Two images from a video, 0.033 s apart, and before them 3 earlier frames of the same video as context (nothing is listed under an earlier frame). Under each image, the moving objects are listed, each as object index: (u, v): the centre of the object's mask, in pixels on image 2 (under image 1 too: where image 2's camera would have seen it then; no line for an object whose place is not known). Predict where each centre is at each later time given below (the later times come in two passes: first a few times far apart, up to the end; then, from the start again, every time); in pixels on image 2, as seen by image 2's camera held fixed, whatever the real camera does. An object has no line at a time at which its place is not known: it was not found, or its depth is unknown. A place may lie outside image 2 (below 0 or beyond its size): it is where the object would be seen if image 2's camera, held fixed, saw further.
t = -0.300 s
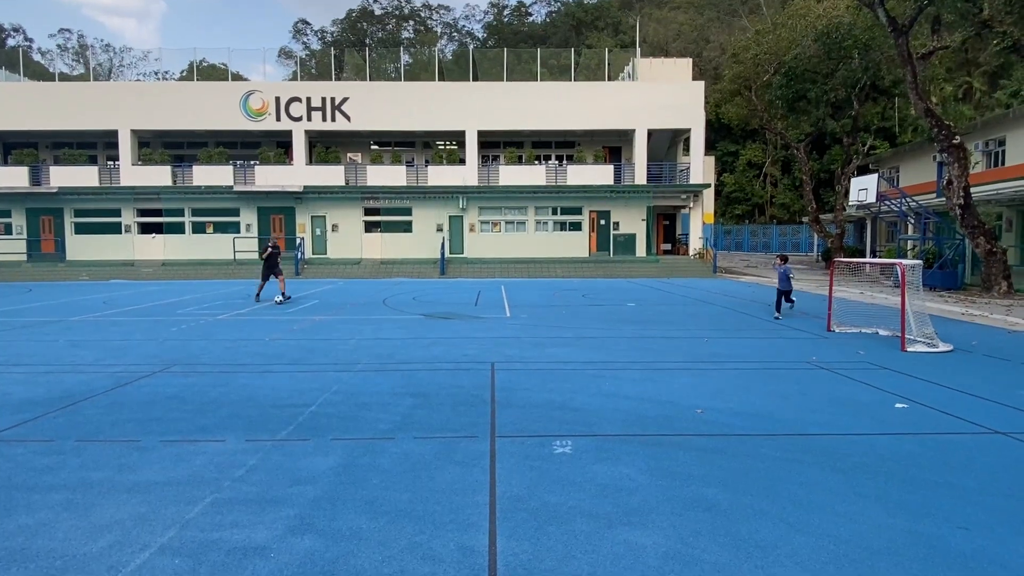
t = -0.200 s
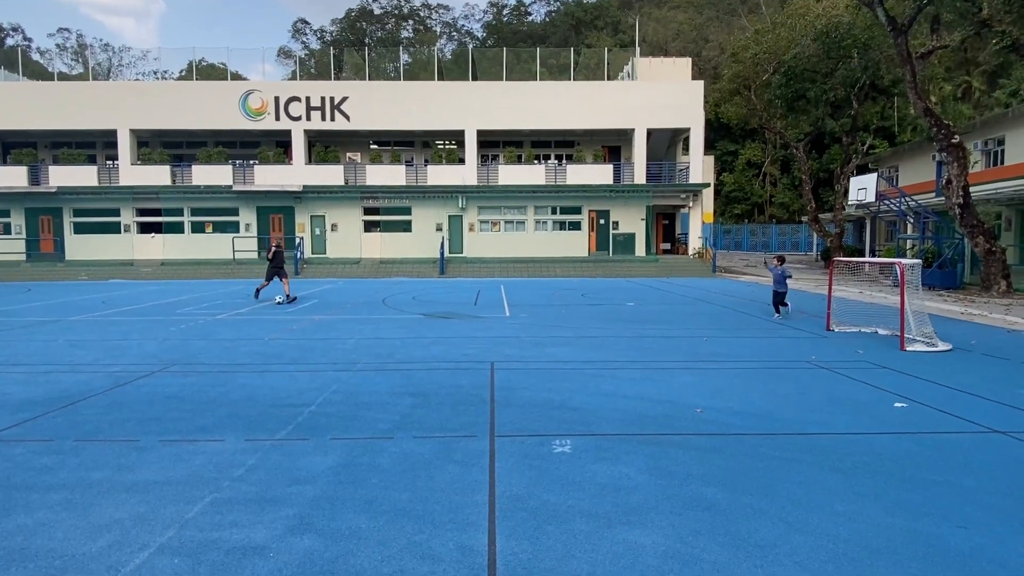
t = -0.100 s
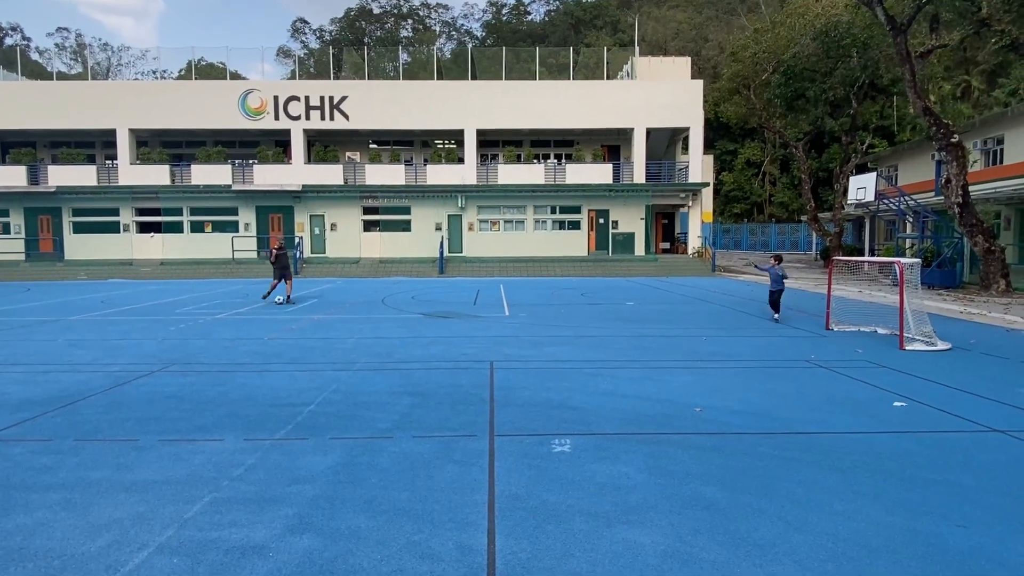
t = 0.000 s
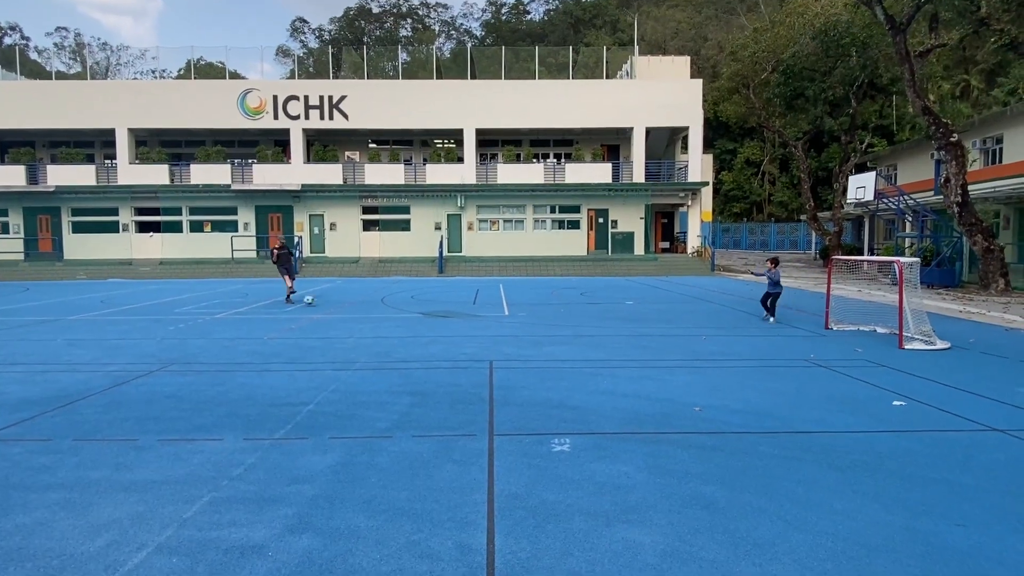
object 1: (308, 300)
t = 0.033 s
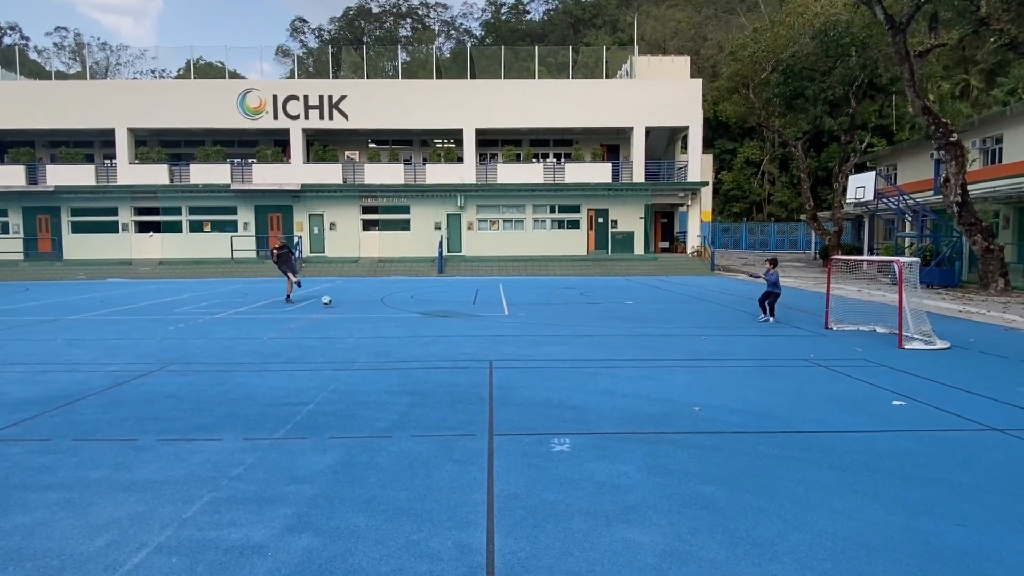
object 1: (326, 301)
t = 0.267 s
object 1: (458, 306)
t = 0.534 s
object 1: (613, 312)
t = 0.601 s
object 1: (654, 317)
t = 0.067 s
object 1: (344, 302)
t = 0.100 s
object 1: (363, 303)
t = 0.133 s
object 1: (382, 305)
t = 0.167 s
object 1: (401, 306)
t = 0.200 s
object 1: (420, 305)
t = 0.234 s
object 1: (439, 305)
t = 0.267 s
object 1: (458, 306)
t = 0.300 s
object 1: (477, 306)
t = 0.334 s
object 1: (498, 309)
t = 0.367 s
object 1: (518, 311)
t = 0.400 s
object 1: (537, 311)
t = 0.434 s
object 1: (555, 311)
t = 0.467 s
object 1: (575, 310)
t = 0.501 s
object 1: (594, 311)
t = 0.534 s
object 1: (613, 312)
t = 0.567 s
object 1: (633, 314)
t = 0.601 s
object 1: (654, 317)
